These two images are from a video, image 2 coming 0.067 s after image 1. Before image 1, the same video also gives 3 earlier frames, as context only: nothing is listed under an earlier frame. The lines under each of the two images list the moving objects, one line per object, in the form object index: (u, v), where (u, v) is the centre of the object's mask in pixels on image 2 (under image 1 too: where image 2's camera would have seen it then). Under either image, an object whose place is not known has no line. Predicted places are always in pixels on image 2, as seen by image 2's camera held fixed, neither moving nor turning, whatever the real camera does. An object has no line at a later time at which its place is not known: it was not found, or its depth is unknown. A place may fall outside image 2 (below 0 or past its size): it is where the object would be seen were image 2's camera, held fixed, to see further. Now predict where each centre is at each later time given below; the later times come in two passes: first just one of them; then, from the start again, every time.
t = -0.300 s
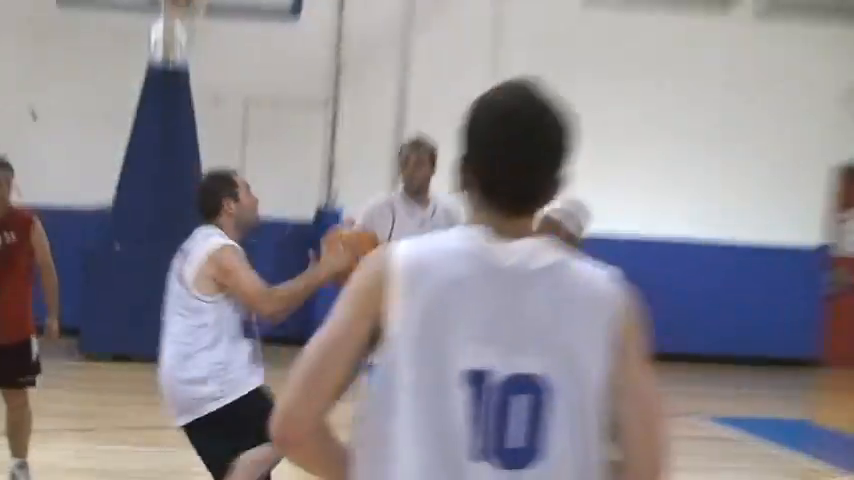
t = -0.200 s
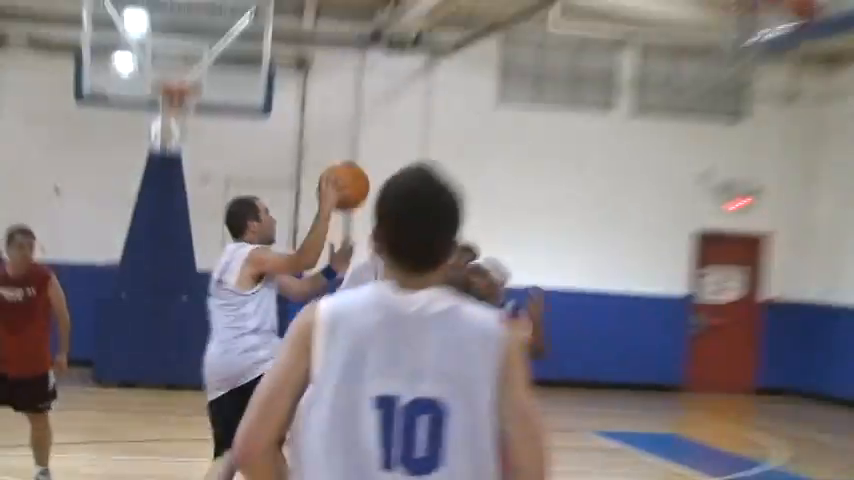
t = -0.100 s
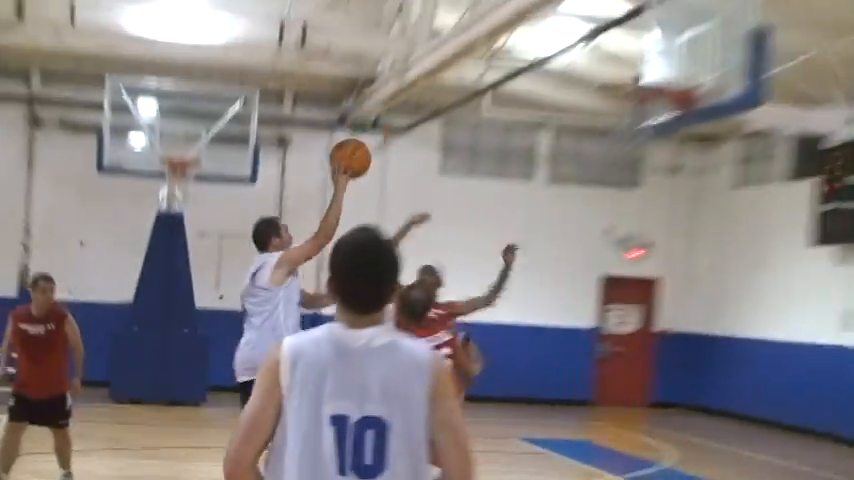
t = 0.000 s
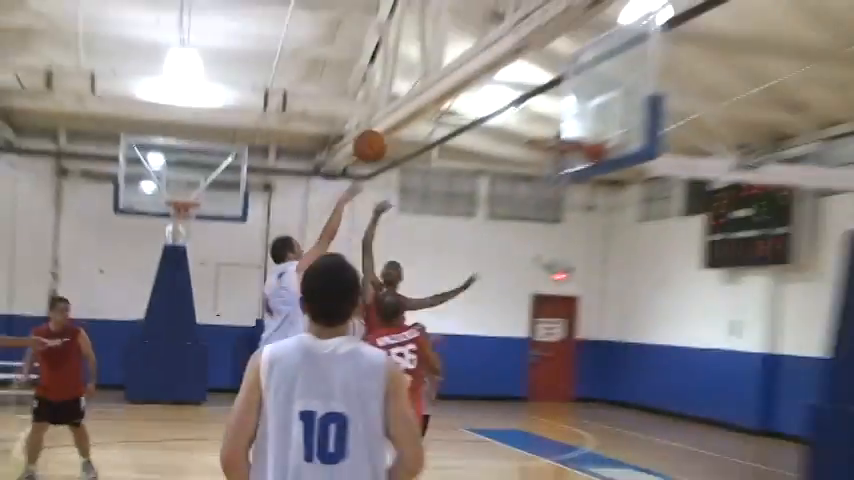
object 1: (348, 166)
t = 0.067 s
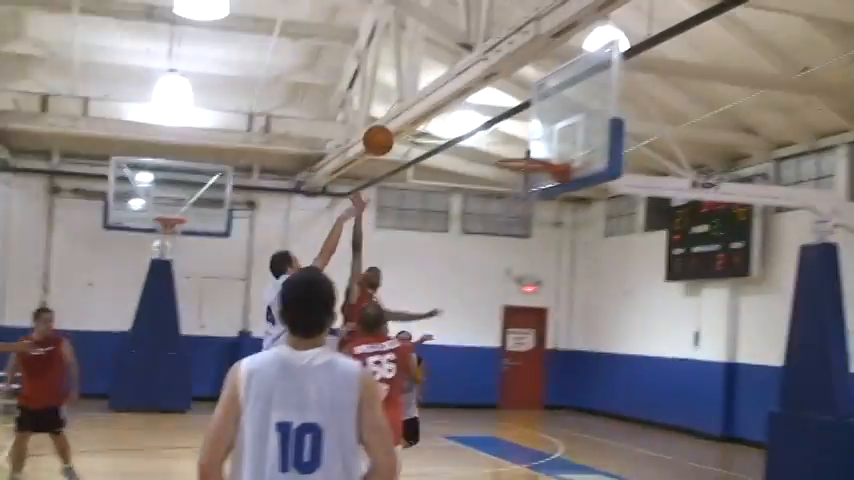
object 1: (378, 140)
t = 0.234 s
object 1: (446, 102)
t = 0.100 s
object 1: (392, 130)
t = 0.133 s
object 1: (406, 121)
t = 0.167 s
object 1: (420, 113)
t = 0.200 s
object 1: (434, 107)
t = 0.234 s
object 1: (446, 102)
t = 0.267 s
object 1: (460, 99)
